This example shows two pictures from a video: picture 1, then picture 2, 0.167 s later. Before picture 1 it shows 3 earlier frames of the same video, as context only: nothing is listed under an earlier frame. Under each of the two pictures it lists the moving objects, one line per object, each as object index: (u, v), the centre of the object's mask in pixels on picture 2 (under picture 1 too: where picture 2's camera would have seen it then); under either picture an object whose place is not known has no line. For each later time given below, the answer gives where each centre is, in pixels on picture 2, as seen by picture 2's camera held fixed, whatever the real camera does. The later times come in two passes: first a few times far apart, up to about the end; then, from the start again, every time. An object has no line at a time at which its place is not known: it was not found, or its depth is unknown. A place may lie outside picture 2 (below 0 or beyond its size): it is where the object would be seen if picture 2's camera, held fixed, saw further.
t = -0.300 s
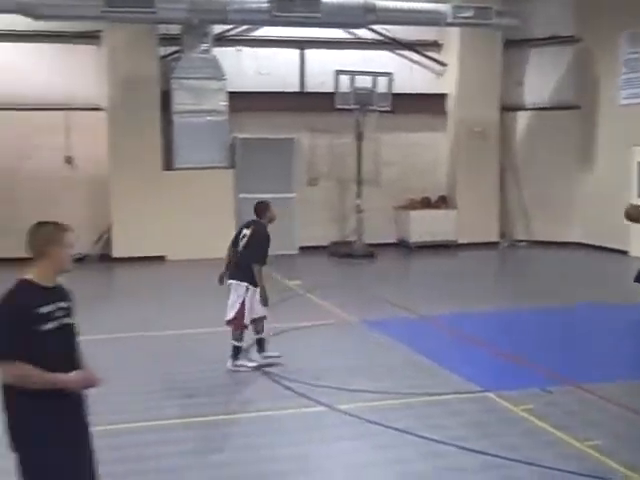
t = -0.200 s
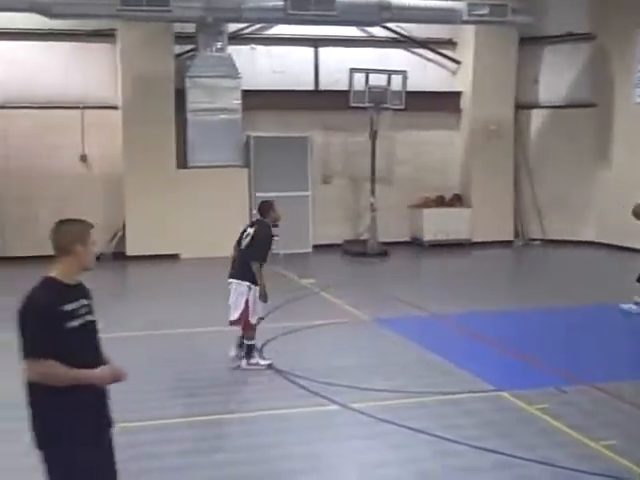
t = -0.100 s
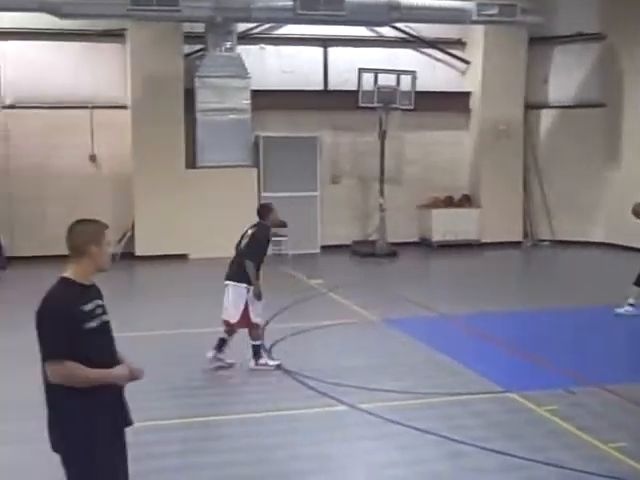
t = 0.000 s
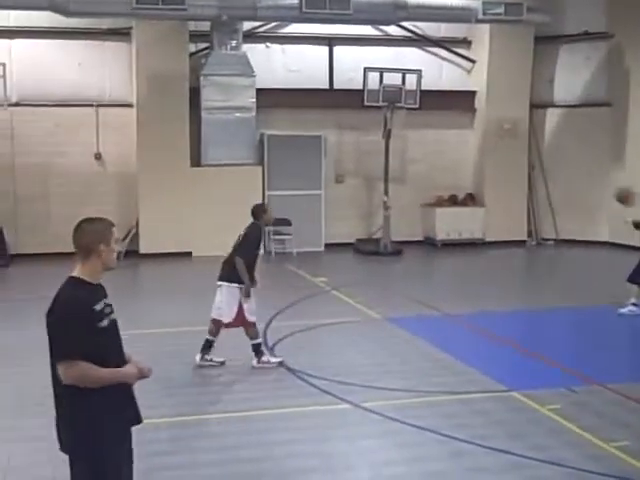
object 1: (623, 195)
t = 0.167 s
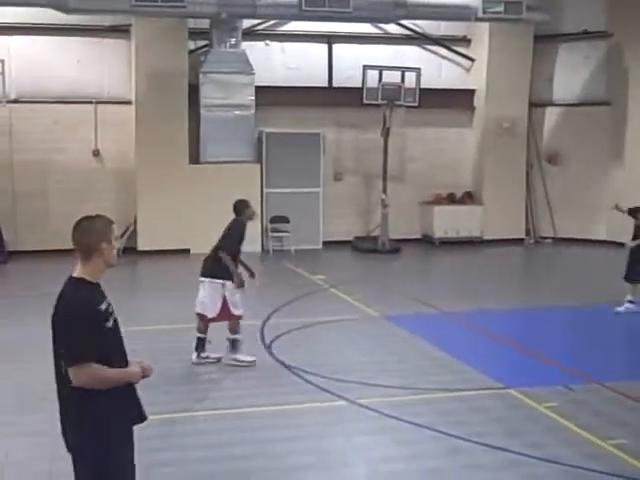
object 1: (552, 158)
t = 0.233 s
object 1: (521, 147)
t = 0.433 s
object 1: (423, 136)
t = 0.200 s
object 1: (536, 154)
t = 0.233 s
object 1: (521, 147)
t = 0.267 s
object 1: (506, 143)
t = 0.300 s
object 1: (490, 139)
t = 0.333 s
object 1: (475, 137)
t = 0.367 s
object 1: (457, 137)
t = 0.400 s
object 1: (440, 136)
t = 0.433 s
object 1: (423, 136)
